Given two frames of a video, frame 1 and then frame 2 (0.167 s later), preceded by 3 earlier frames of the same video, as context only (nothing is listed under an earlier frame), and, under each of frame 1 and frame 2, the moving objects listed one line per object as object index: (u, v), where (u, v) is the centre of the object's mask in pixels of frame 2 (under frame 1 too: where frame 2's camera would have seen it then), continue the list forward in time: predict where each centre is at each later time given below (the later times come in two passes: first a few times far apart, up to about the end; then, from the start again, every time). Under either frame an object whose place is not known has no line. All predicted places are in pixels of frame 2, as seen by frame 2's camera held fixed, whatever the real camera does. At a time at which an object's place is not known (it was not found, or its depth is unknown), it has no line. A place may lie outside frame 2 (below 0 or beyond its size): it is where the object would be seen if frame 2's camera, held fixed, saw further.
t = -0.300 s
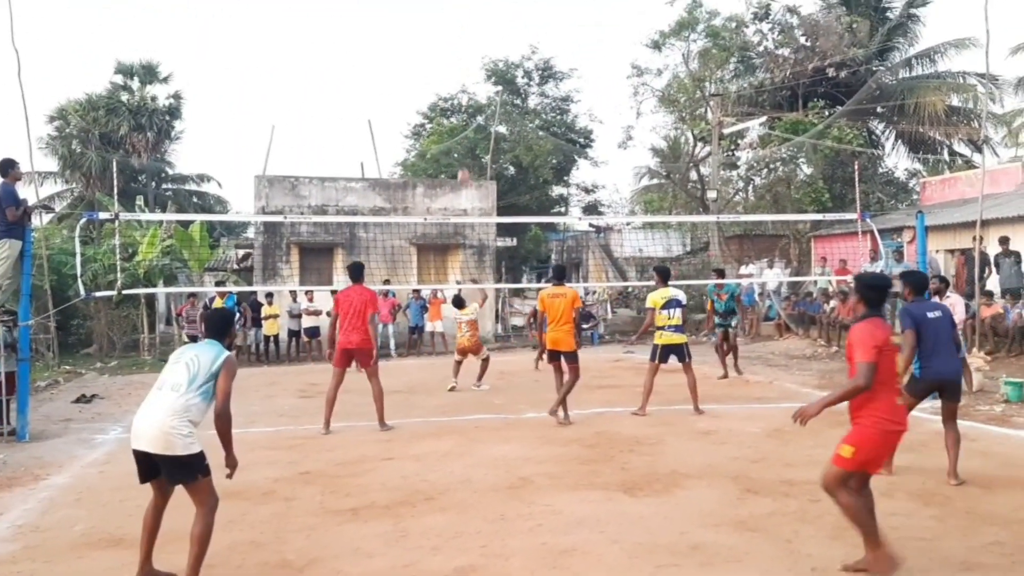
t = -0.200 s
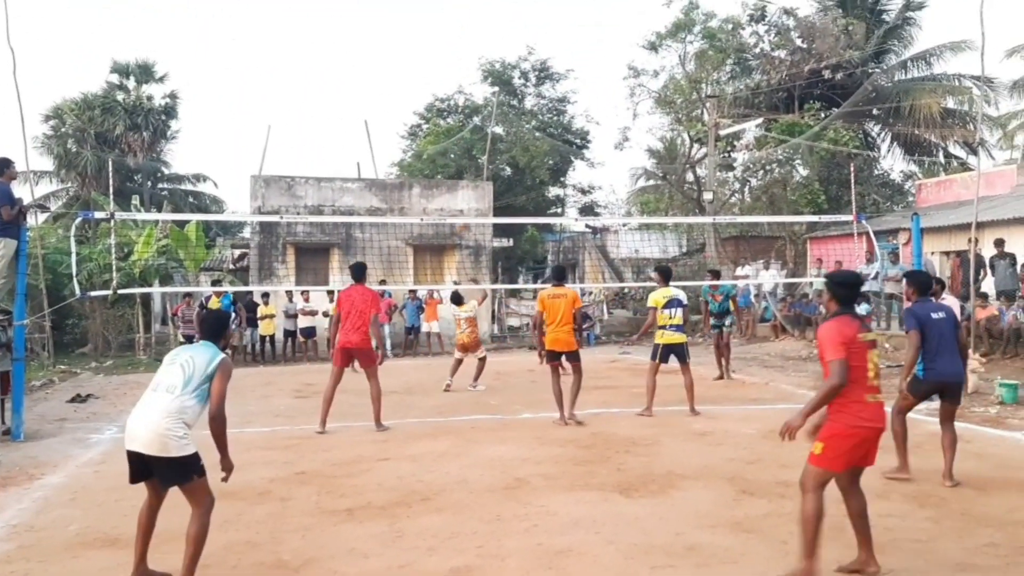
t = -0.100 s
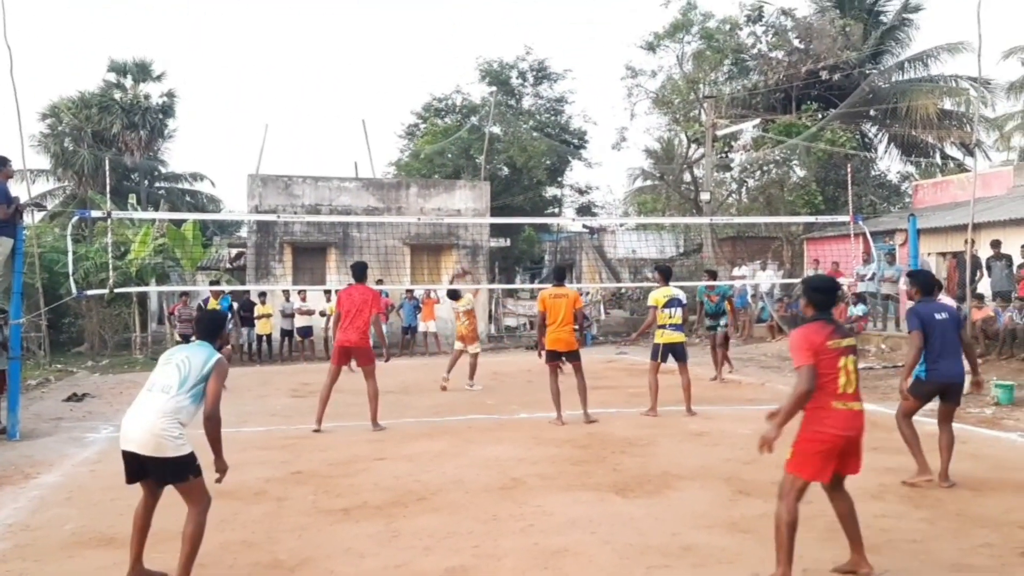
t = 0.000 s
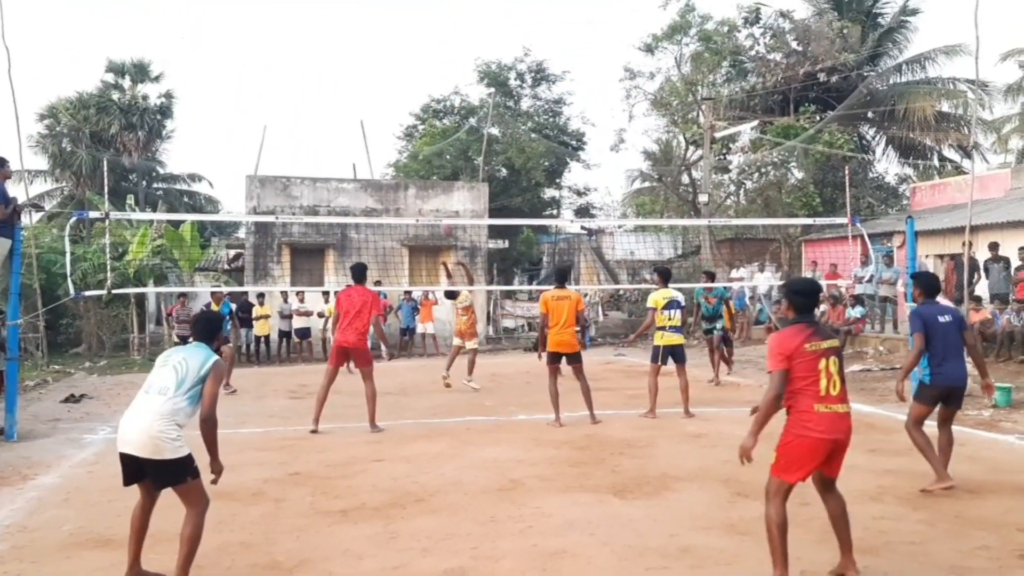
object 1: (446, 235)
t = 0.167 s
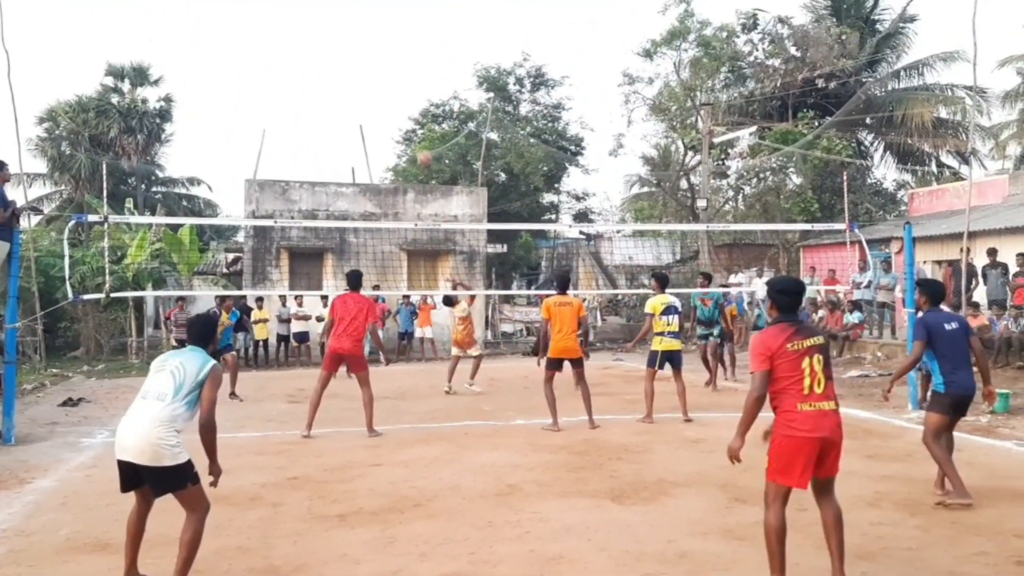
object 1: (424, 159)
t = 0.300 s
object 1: (407, 111)
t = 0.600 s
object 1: (363, 43)
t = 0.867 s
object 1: (323, 30)
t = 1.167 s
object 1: (275, 77)
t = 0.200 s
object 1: (420, 144)
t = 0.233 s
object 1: (417, 133)
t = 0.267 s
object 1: (411, 122)
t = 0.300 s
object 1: (407, 111)
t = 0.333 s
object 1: (402, 100)
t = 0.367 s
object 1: (397, 91)
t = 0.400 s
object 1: (393, 82)
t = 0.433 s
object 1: (388, 74)
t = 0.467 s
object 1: (383, 66)
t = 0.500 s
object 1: (378, 59)
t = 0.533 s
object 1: (373, 53)
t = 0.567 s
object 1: (368, 48)
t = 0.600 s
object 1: (363, 43)
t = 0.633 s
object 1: (358, 39)
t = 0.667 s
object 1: (354, 35)
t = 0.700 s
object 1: (349, 32)
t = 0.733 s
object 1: (343, 30)
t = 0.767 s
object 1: (338, 29)
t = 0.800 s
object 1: (333, 28)
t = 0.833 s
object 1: (328, 29)
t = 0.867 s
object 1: (323, 30)
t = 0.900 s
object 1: (318, 32)
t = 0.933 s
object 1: (312, 34)
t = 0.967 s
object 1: (307, 38)
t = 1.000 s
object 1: (302, 42)
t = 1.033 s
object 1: (297, 47)
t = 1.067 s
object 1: (291, 54)
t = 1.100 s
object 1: (286, 60)
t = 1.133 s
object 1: (280, 68)
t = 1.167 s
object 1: (275, 77)
